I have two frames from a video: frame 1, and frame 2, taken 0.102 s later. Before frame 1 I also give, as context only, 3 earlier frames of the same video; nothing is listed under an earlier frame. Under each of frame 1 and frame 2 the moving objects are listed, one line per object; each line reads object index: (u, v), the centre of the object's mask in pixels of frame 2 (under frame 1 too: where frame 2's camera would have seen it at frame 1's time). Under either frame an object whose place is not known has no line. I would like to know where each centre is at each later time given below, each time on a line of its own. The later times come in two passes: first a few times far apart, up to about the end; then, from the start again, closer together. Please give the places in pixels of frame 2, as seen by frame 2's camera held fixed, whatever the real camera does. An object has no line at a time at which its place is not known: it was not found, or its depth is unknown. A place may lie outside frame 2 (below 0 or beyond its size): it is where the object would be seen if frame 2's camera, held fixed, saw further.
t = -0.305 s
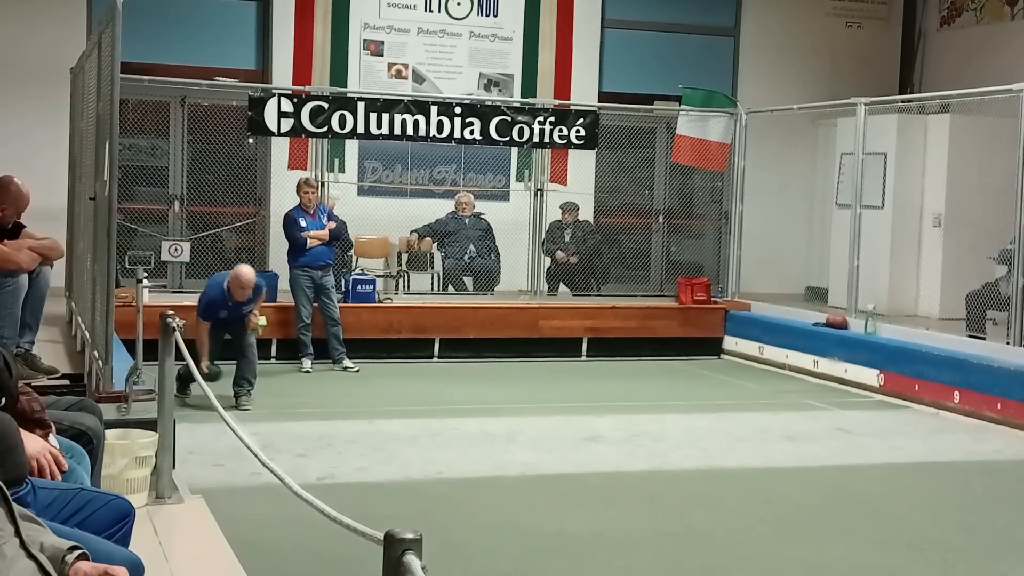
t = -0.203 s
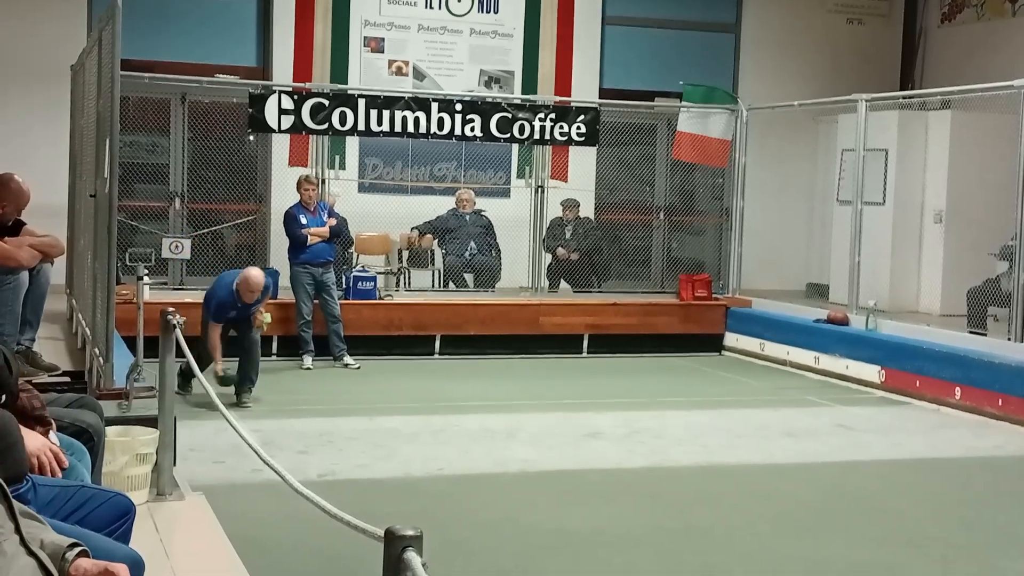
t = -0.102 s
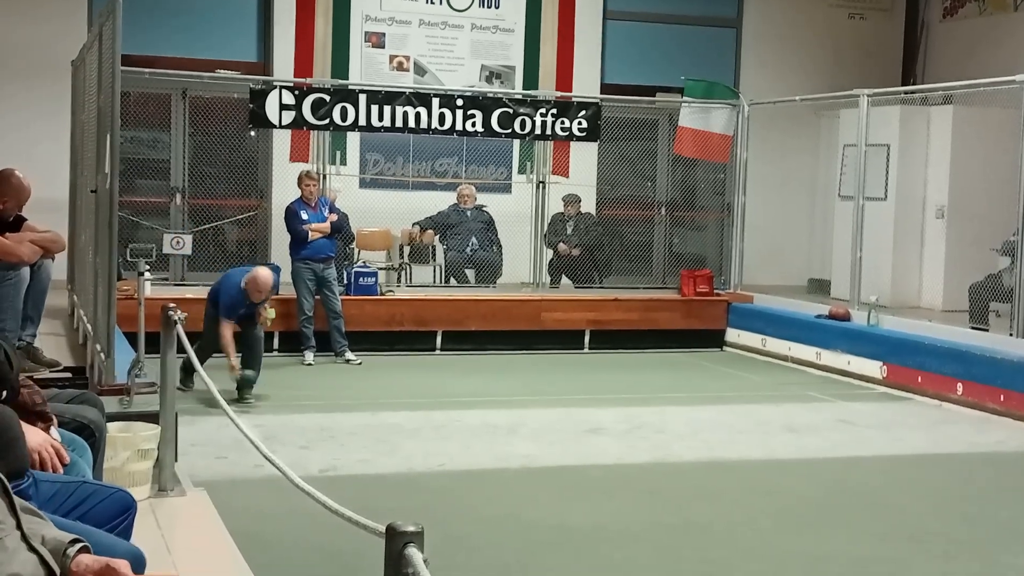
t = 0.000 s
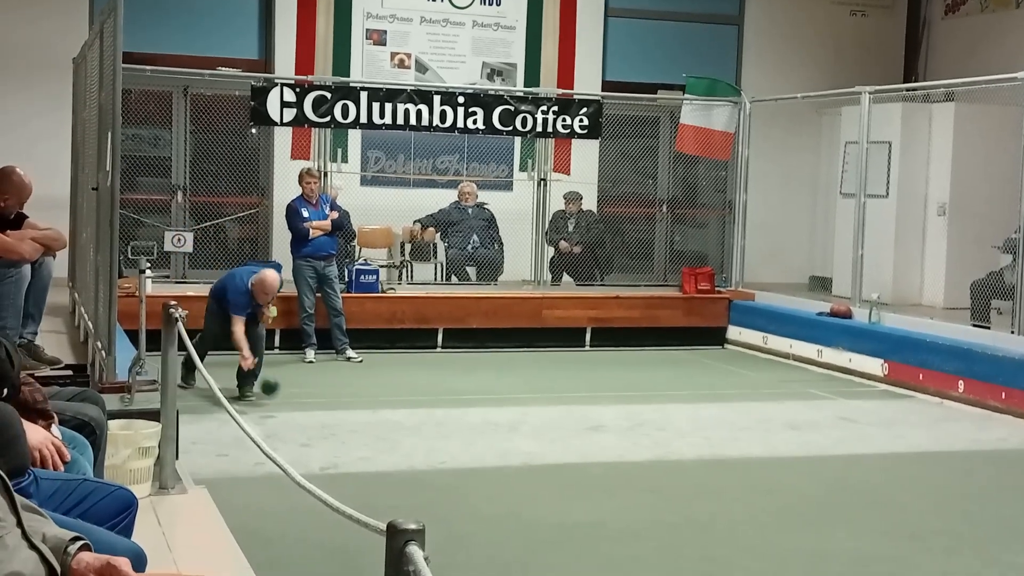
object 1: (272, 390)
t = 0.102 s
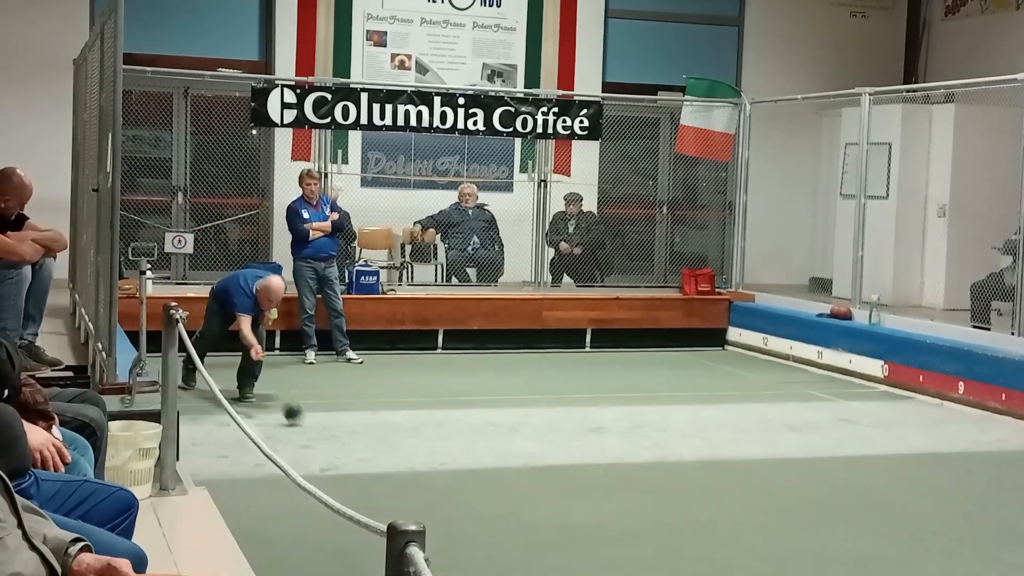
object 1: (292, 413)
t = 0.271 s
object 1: (329, 427)
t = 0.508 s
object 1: (377, 444)
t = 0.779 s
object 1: (447, 465)
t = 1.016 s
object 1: (516, 479)
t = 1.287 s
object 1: (597, 505)
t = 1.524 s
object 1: (679, 527)
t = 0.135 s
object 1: (302, 417)
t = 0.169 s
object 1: (307, 418)
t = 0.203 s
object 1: (314, 420)
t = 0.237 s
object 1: (322, 425)
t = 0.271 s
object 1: (329, 427)
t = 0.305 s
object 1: (336, 429)
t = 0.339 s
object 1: (341, 432)
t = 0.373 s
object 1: (346, 434)
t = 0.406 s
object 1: (353, 436)
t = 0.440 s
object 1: (360, 438)
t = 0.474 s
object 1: (368, 440)
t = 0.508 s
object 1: (377, 444)
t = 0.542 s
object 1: (384, 446)
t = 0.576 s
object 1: (392, 449)
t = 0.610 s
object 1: (398, 451)
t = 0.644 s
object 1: (407, 453)
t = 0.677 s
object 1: (416, 458)
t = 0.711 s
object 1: (427, 461)
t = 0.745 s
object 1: (437, 462)
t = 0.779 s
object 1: (447, 465)
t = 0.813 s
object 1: (456, 467)
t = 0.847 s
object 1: (466, 469)
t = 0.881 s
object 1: (477, 470)
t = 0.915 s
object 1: (488, 472)
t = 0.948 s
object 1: (502, 474)
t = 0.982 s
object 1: (507, 476)
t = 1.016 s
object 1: (516, 479)
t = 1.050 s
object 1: (526, 483)
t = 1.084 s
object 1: (535, 485)
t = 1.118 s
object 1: (545, 489)
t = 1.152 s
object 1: (554, 492)
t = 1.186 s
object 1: (566, 496)
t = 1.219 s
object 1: (577, 499)
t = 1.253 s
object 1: (590, 504)
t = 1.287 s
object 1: (597, 505)
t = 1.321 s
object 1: (610, 509)
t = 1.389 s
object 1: (634, 516)
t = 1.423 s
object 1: (645, 518)
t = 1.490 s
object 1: (669, 524)
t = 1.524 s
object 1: (679, 527)
